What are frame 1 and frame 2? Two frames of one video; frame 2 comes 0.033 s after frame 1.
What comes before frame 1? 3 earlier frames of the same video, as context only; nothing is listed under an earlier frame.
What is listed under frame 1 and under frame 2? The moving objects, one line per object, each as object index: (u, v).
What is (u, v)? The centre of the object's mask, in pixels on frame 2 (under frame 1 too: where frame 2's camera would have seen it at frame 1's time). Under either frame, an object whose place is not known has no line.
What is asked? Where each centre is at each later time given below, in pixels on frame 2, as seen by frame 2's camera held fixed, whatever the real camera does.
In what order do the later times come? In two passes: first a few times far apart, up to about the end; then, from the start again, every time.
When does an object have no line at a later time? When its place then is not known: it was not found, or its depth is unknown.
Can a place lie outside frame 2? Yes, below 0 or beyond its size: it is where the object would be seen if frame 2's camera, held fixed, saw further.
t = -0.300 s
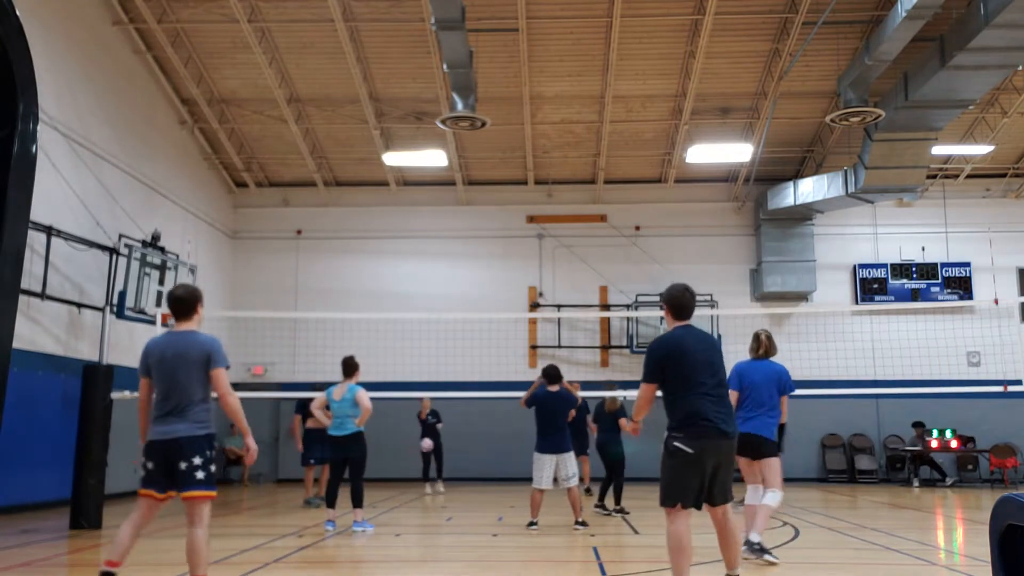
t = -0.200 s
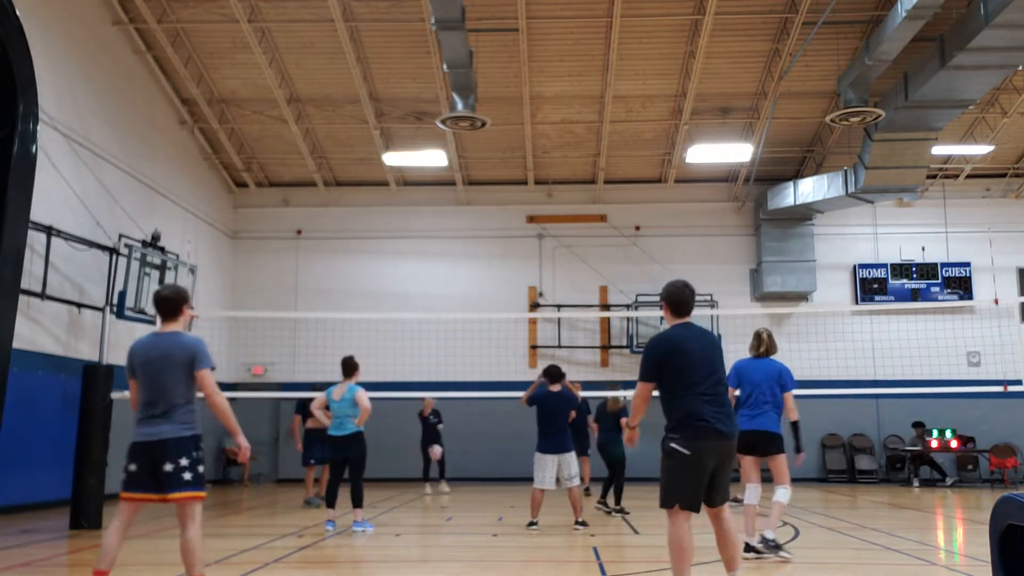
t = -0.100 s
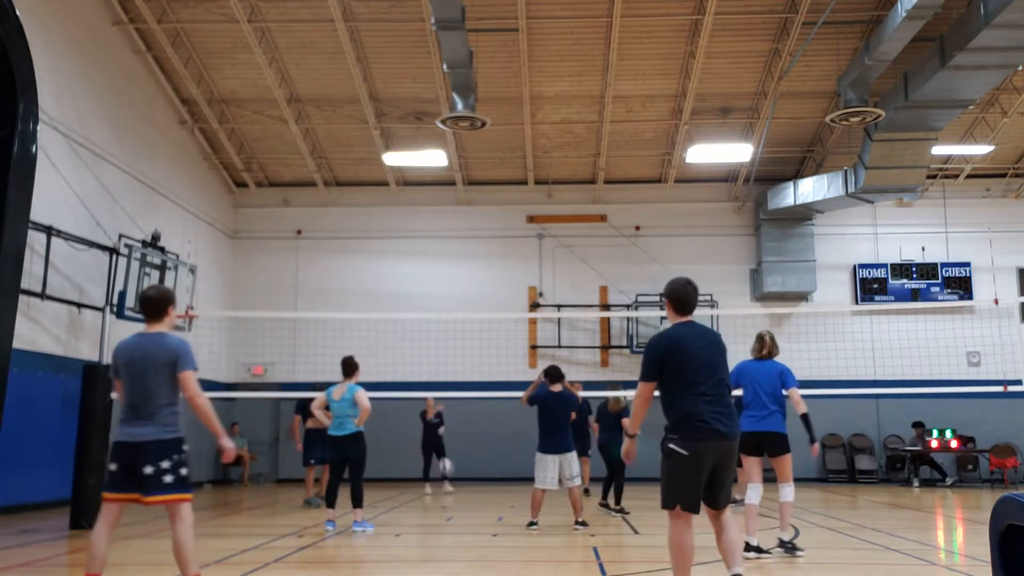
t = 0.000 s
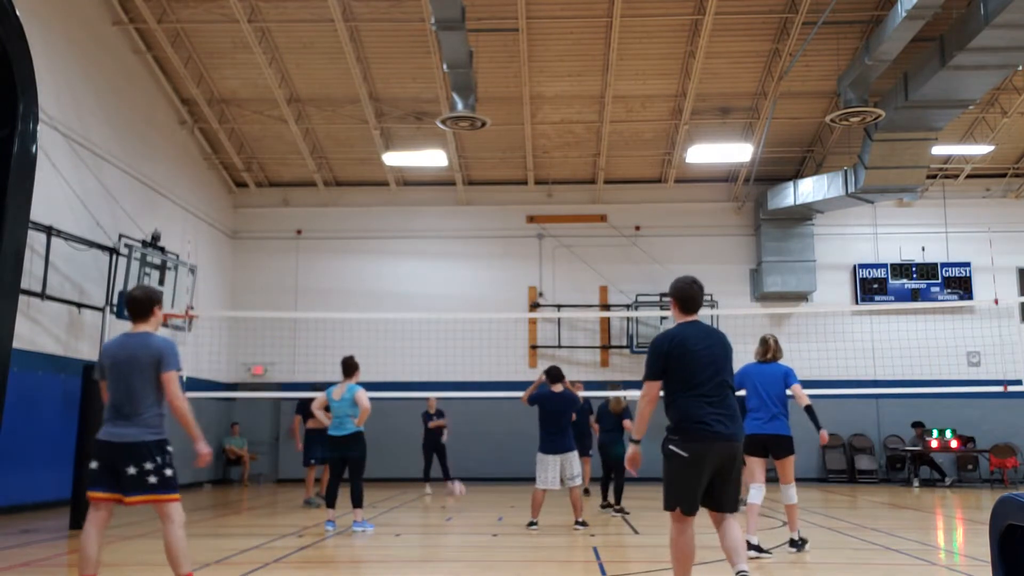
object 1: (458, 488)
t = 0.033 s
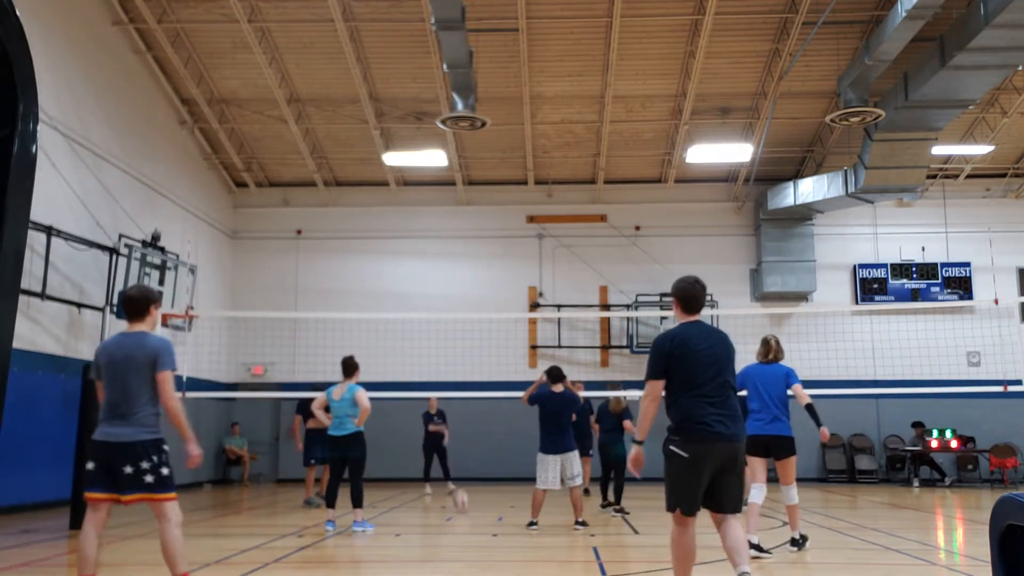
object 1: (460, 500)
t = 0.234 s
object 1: (475, 473)
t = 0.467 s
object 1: (493, 470)
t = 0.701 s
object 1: (515, 524)
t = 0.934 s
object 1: (542, 496)
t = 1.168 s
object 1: (577, 520)
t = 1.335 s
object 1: (608, 546)
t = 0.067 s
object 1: (465, 501)
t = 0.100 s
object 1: (466, 494)
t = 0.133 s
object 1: (469, 488)
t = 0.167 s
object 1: (471, 481)
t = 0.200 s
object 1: (473, 477)
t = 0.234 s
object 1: (475, 473)
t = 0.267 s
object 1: (478, 470)
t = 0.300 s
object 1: (480, 468)
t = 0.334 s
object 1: (482, 466)
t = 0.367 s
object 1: (484, 465)
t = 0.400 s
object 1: (487, 466)
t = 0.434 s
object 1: (490, 468)
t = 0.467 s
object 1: (493, 470)
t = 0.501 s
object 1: (495, 474)
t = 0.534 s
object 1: (498, 478)
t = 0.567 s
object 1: (501, 484)
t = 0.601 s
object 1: (504, 491)
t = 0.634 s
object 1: (507, 498)
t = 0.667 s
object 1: (511, 510)
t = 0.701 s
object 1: (515, 524)
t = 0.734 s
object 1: (518, 523)
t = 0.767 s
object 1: (522, 515)
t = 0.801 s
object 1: (526, 510)
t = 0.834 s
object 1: (530, 505)
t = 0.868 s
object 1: (534, 500)
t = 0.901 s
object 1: (538, 497)
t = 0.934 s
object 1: (542, 496)
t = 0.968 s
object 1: (547, 496)
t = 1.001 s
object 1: (551, 495)
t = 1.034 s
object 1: (556, 497)
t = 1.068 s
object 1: (561, 501)
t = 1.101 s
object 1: (567, 506)
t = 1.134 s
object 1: (573, 513)
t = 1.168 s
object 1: (577, 520)
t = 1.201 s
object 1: (584, 531)
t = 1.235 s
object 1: (590, 544)
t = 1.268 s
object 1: (597, 559)
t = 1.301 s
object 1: (604, 553)
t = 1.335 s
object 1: (608, 546)
